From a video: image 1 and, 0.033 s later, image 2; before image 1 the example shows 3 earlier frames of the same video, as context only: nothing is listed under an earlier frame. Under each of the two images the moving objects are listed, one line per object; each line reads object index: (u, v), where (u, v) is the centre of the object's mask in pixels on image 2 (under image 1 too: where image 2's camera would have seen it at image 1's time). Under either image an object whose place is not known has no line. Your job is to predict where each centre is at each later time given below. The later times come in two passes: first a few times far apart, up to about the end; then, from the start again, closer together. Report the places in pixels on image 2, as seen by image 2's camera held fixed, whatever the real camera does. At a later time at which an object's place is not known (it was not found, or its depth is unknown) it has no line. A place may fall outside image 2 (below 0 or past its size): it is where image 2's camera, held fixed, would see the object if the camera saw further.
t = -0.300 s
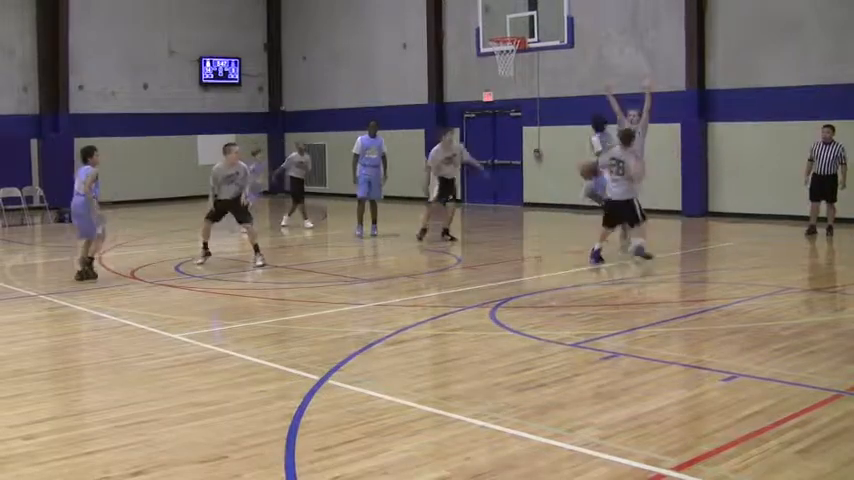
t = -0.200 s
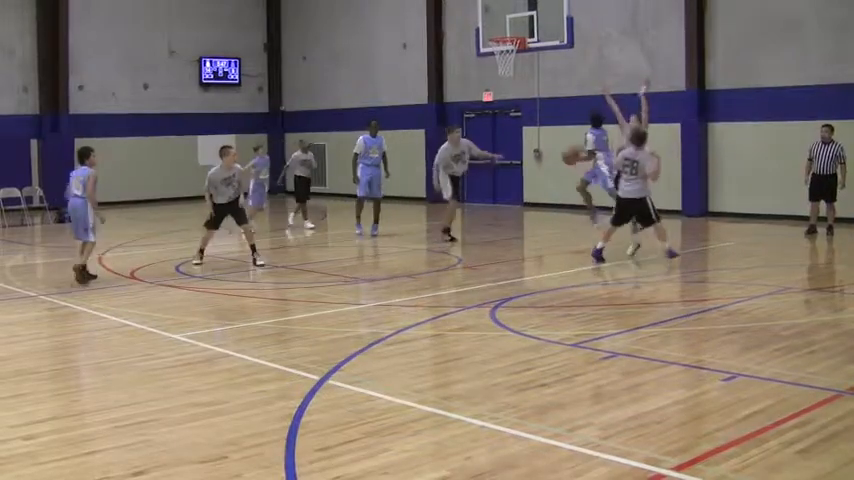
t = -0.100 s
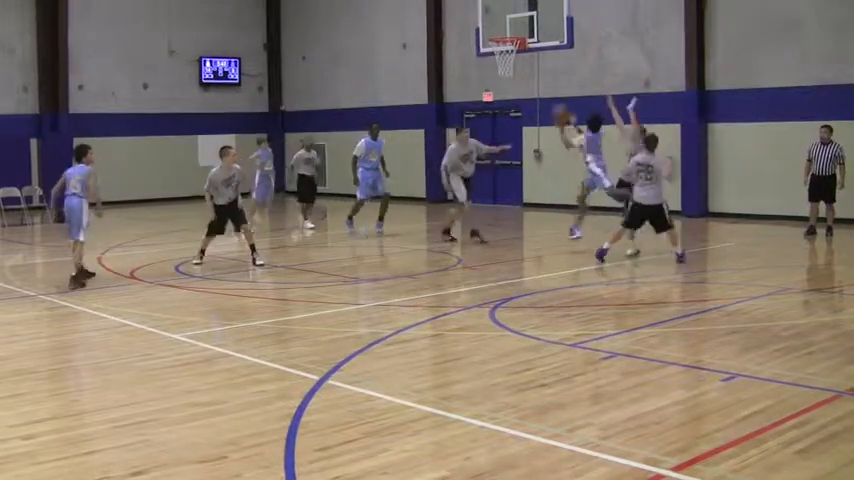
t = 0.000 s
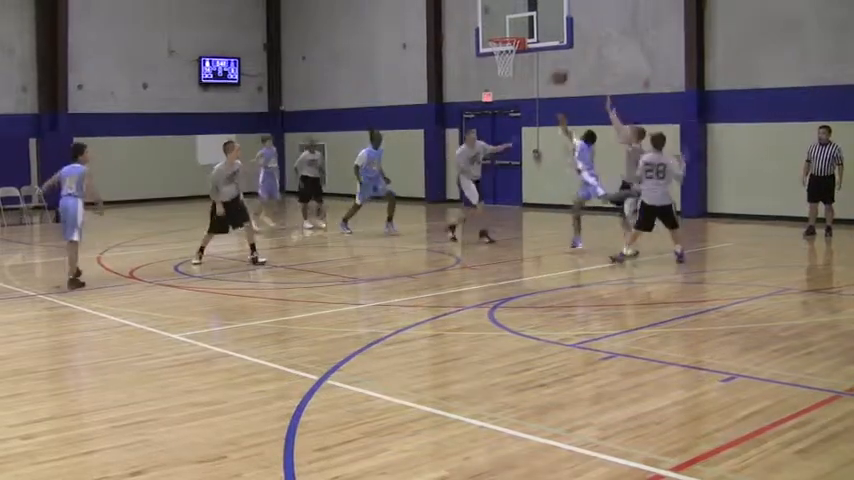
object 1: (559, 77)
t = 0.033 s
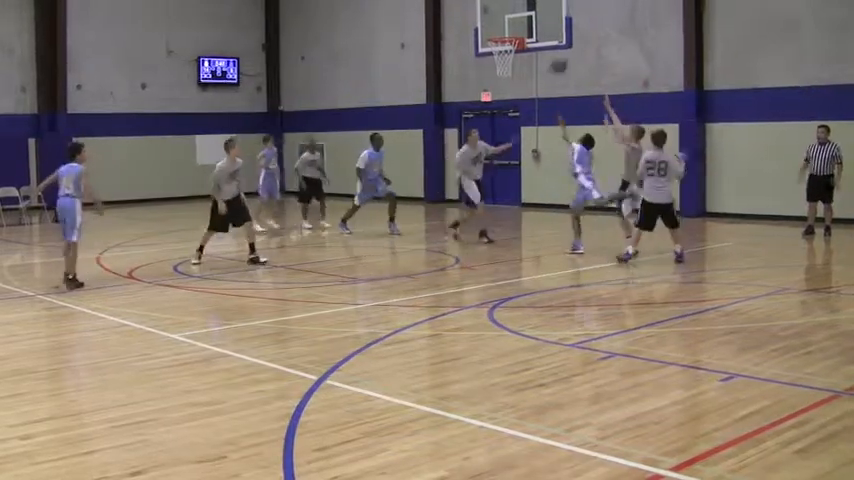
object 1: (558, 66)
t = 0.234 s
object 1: (558, 18)
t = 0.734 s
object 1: (551, 19)
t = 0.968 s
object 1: (542, 70)
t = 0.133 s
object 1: (558, 39)
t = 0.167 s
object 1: (558, 30)
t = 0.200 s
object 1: (558, 23)
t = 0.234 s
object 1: (558, 18)
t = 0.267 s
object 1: (557, 13)
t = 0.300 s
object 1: (557, 8)
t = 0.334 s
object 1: (558, 6)
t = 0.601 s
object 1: (559, 5)
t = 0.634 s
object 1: (558, 8)
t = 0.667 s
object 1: (555, 11)
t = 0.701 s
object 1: (555, 12)
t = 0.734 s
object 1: (551, 19)
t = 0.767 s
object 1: (551, 23)
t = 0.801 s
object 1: (550, 29)
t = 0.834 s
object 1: (547, 35)
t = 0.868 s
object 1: (546, 42)
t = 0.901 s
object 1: (545, 50)
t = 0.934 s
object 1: (543, 60)
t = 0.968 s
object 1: (542, 70)
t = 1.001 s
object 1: (540, 79)
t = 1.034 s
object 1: (538, 91)
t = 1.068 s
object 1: (534, 102)
